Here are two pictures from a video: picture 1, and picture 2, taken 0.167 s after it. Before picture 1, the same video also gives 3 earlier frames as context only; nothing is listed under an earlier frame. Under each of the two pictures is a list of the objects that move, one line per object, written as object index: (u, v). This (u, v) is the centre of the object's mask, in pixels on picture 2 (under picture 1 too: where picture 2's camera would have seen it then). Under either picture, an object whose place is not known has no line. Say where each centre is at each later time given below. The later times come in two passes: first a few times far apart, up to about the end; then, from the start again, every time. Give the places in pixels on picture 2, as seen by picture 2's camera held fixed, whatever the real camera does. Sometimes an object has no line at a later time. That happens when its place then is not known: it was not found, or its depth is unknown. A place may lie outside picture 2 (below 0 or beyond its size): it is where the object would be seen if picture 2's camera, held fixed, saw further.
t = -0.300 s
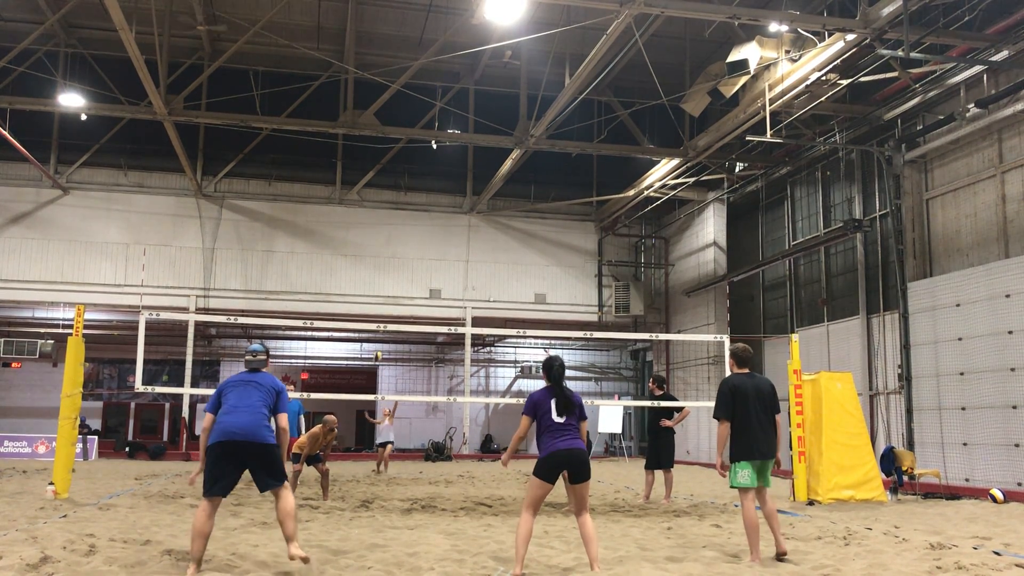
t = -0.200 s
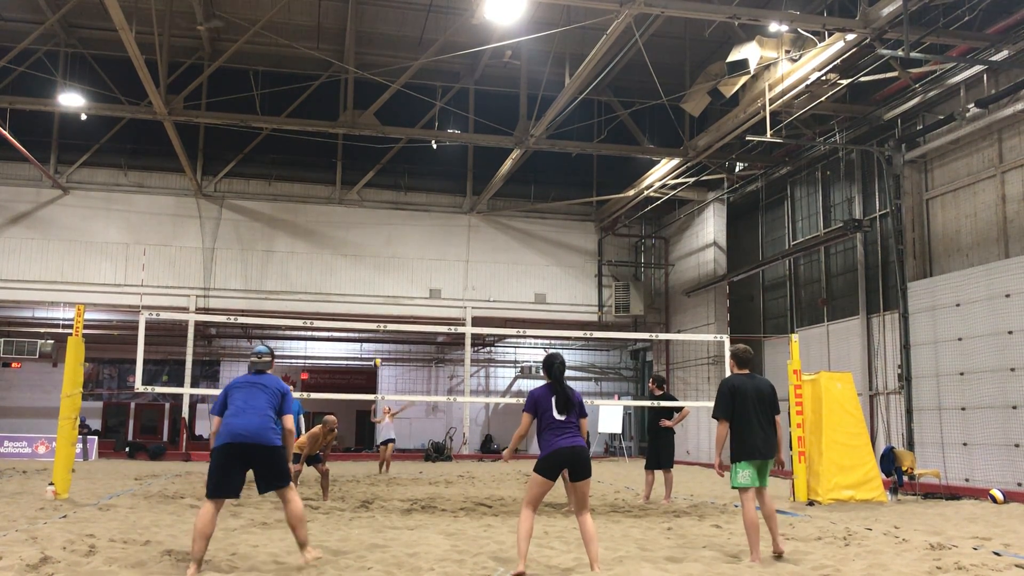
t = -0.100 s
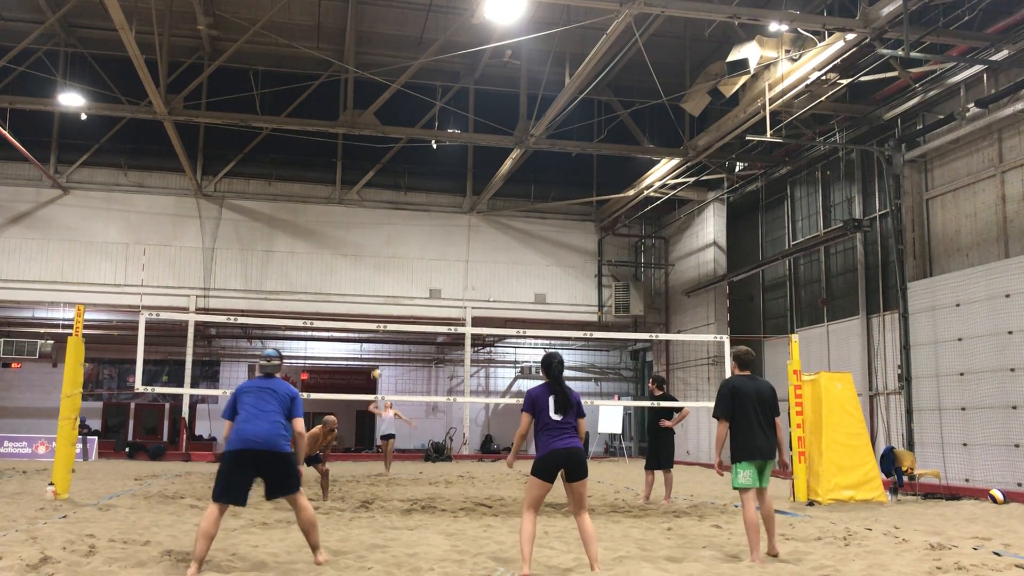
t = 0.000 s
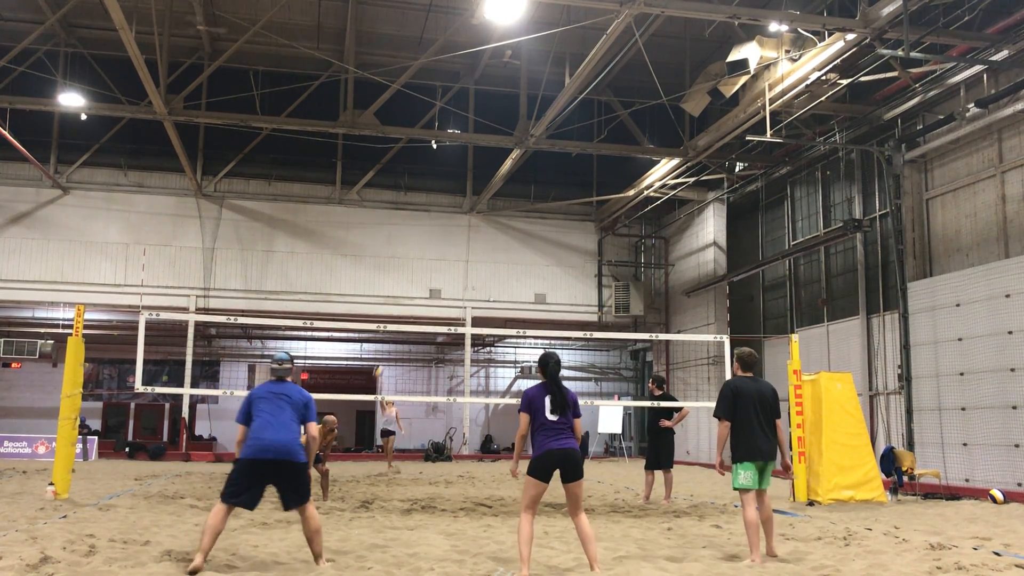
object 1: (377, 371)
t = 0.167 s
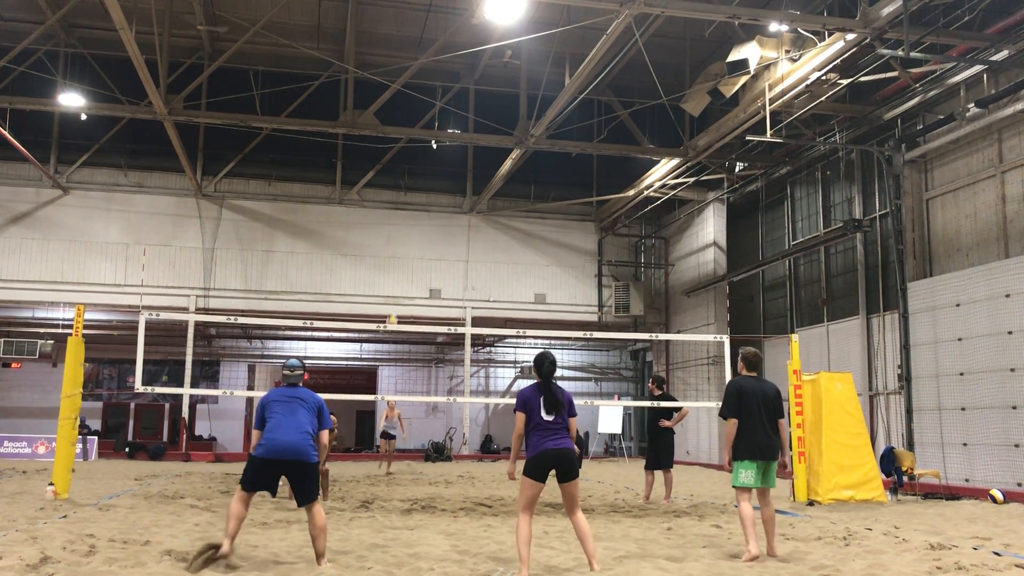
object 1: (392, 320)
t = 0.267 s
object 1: (400, 294)
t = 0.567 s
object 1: (425, 231)
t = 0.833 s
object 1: (452, 212)
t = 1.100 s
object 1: (476, 256)
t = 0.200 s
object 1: (395, 311)
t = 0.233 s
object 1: (398, 302)
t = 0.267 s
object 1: (400, 294)
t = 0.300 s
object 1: (403, 286)
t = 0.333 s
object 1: (407, 277)
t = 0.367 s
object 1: (409, 269)
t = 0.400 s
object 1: (411, 263)
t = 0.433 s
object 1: (414, 256)
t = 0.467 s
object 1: (417, 249)
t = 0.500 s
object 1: (419, 242)
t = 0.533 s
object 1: (422, 237)
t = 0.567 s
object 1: (425, 231)
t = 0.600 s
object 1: (429, 226)
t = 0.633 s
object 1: (432, 222)
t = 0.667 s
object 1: (436, 219)
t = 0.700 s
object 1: (439, 216)
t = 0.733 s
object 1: (442, 213)
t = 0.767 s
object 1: (446, 212)
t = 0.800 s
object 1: (449, 211)
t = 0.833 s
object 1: (452, 212)
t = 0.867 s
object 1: (455, 213)
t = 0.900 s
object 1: (458, 215)
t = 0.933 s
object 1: (461, 218)
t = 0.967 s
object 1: (464, 223)
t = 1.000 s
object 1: (467, 229)
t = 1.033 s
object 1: (470, 236)
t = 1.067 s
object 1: (473, 245)
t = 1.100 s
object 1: (476, 256)
